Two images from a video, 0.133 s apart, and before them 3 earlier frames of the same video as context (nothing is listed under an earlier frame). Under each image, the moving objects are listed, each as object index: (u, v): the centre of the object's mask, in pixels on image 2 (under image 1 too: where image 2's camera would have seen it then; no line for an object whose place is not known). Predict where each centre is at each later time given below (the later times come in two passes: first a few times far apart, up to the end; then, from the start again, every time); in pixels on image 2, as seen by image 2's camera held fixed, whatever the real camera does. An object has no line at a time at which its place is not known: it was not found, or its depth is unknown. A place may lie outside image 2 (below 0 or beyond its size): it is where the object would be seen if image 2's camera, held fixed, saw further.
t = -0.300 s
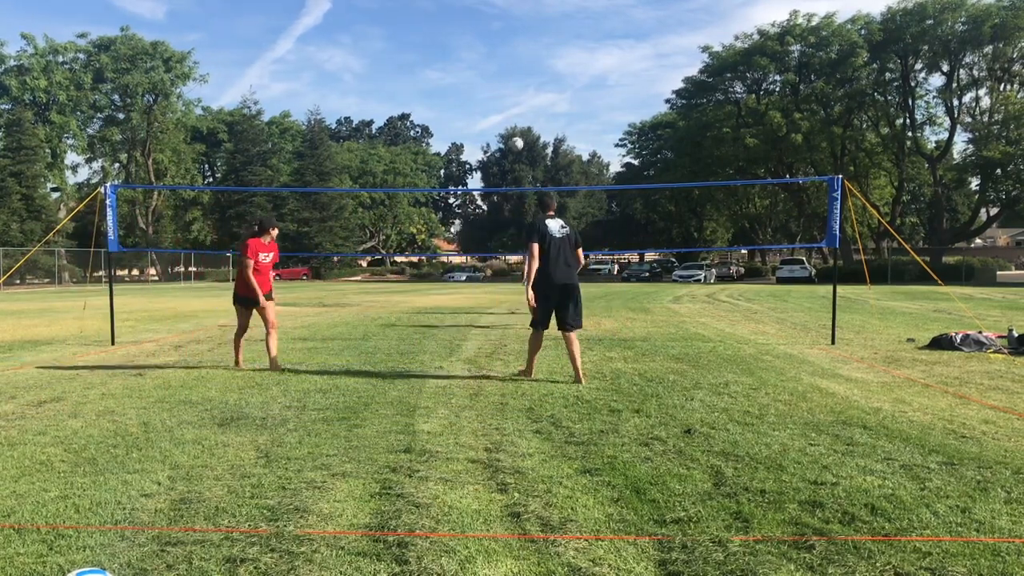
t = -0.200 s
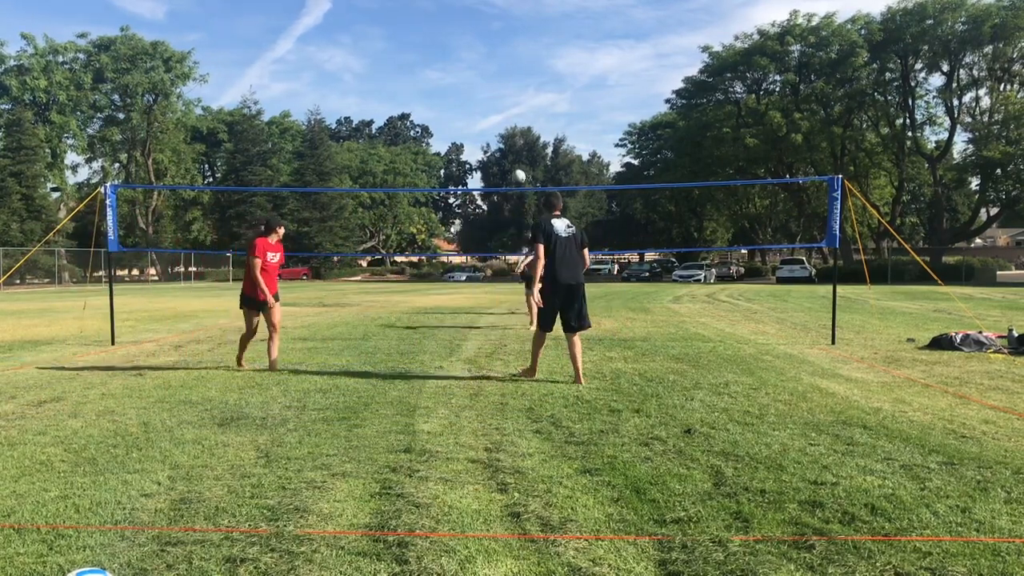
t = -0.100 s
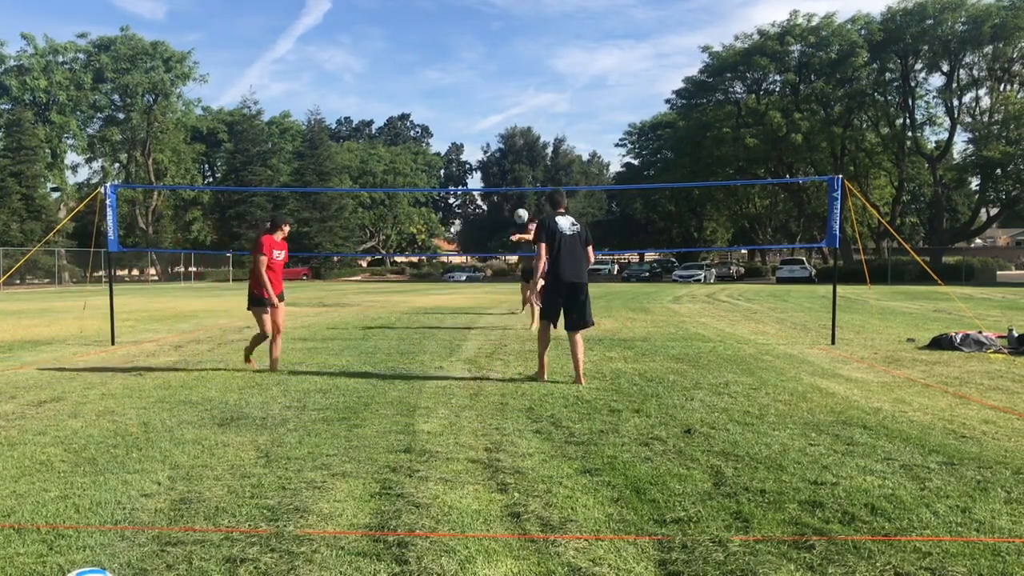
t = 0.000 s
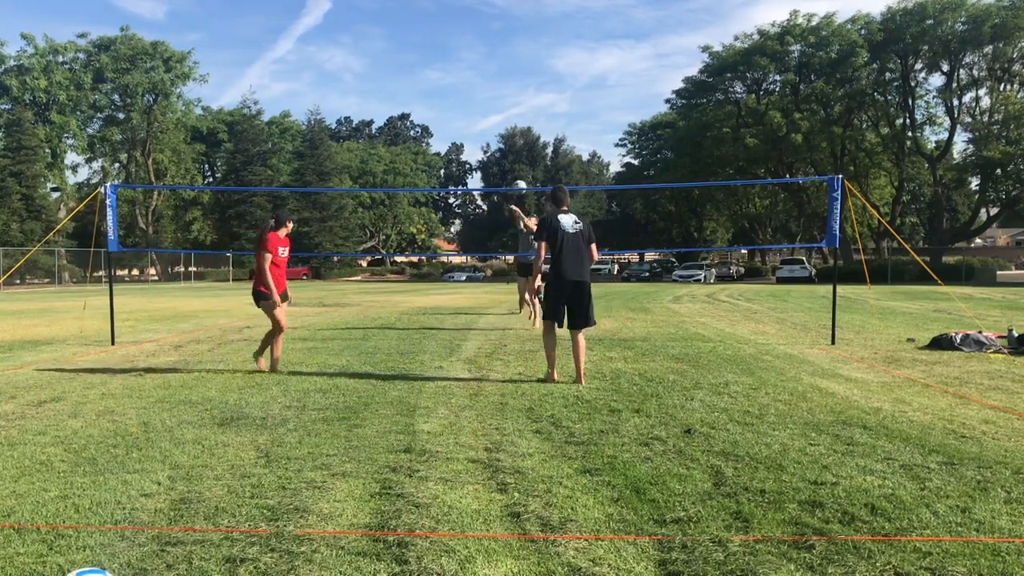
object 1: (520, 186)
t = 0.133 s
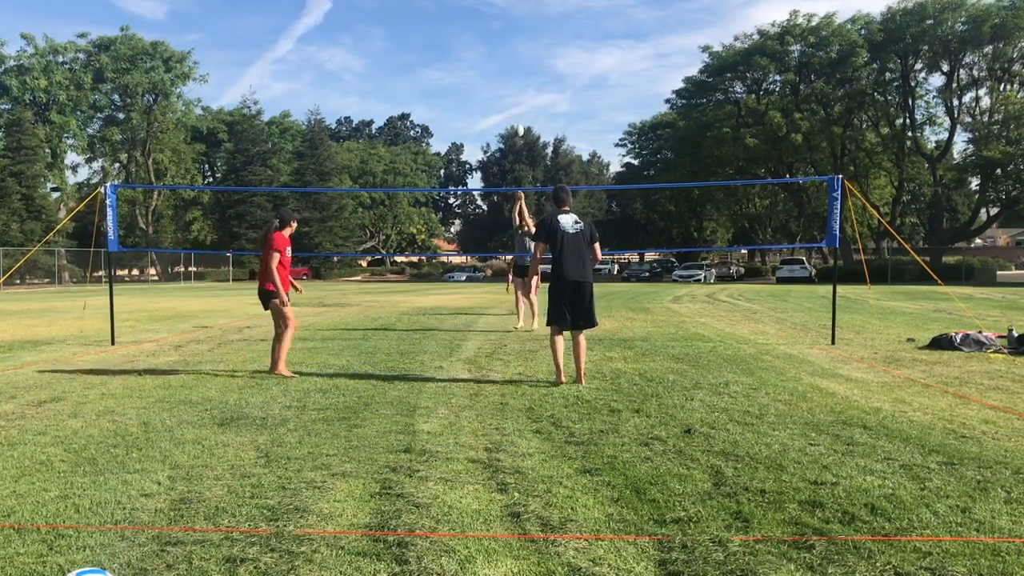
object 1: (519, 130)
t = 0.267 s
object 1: (514, 86)
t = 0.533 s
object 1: (510, 33)
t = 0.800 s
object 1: (506, 27)
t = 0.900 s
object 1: (505, 35)
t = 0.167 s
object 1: (515, 118)
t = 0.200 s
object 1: (515, 106)
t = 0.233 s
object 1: (514, 96)
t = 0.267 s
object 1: (514, 86)
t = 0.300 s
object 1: (513, 76)
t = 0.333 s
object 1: (513, 68)
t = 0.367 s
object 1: (512, 61)
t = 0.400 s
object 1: (512, 54)
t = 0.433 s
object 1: (511, 48)
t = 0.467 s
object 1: (511, 42)
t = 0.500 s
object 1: (510, 37)
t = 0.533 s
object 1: (510, 33)
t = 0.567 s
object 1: (509, 30)
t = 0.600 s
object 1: (509, 28)
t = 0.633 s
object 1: (509, 26)
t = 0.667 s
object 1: (508, 25)
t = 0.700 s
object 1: (508, 24)
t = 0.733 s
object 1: (507, 24)
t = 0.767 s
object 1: (507, 25)
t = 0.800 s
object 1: (506, 27)
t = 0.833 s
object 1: (506, 29)
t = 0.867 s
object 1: (506, 32)
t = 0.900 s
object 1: (505, 35)
